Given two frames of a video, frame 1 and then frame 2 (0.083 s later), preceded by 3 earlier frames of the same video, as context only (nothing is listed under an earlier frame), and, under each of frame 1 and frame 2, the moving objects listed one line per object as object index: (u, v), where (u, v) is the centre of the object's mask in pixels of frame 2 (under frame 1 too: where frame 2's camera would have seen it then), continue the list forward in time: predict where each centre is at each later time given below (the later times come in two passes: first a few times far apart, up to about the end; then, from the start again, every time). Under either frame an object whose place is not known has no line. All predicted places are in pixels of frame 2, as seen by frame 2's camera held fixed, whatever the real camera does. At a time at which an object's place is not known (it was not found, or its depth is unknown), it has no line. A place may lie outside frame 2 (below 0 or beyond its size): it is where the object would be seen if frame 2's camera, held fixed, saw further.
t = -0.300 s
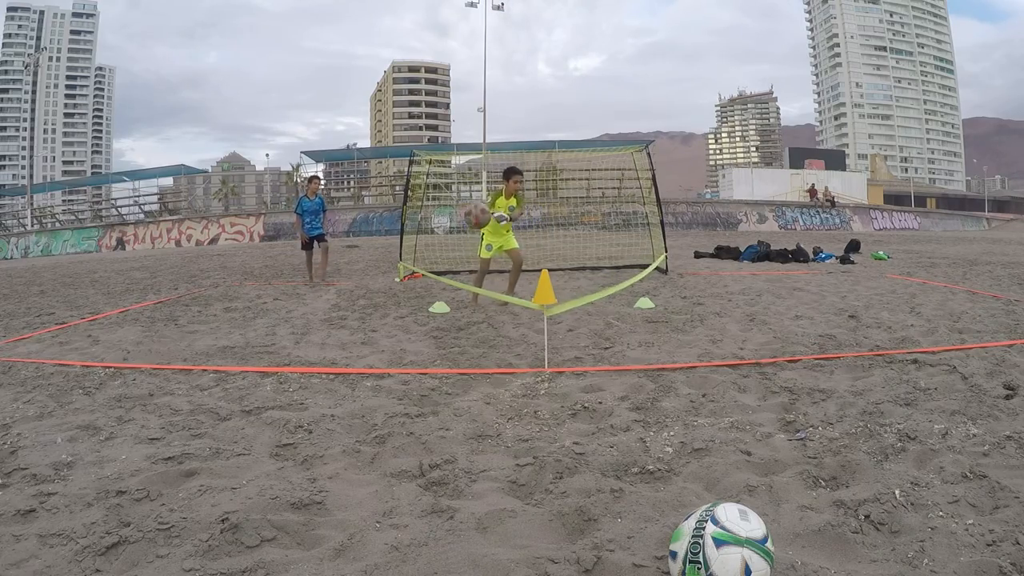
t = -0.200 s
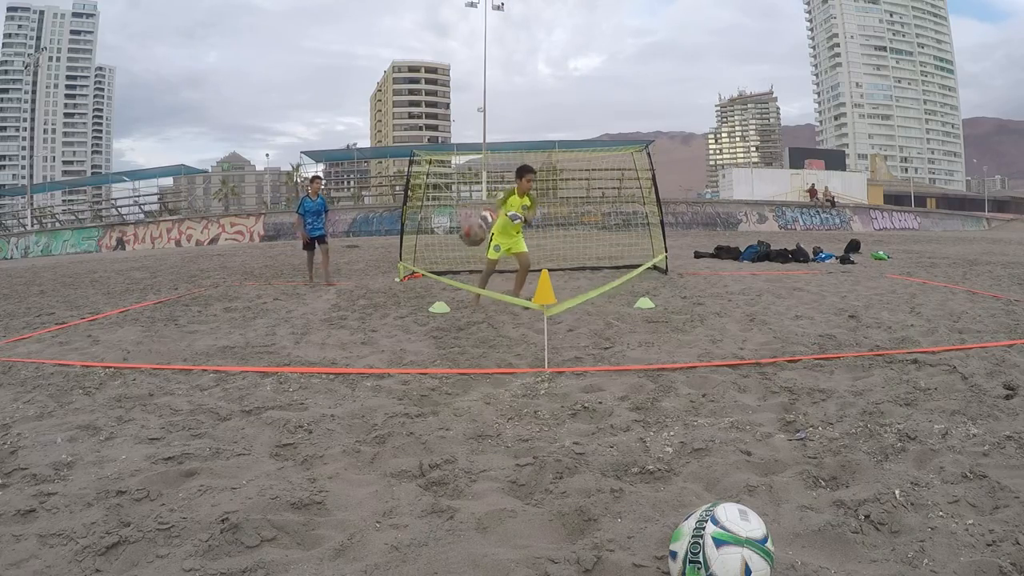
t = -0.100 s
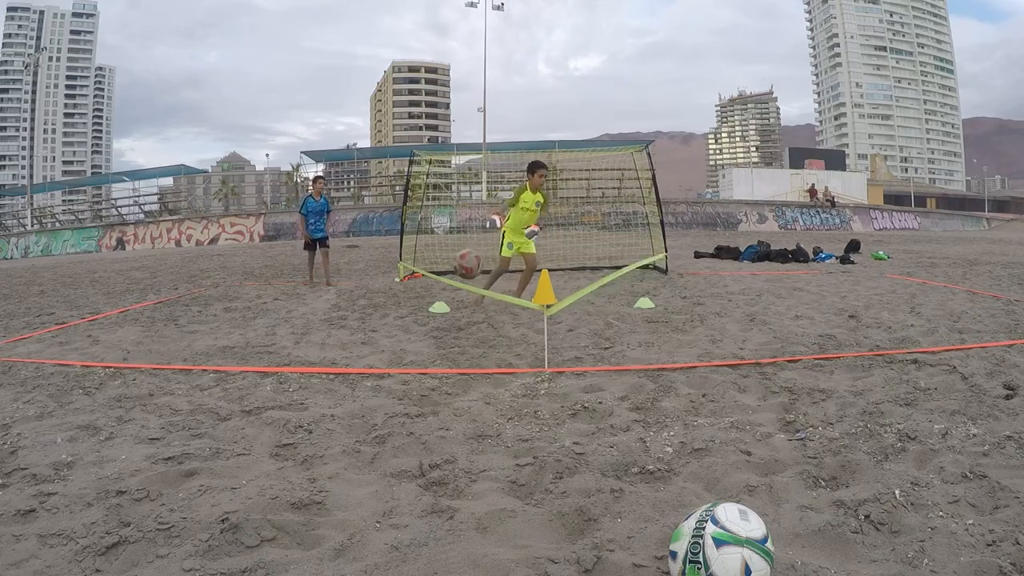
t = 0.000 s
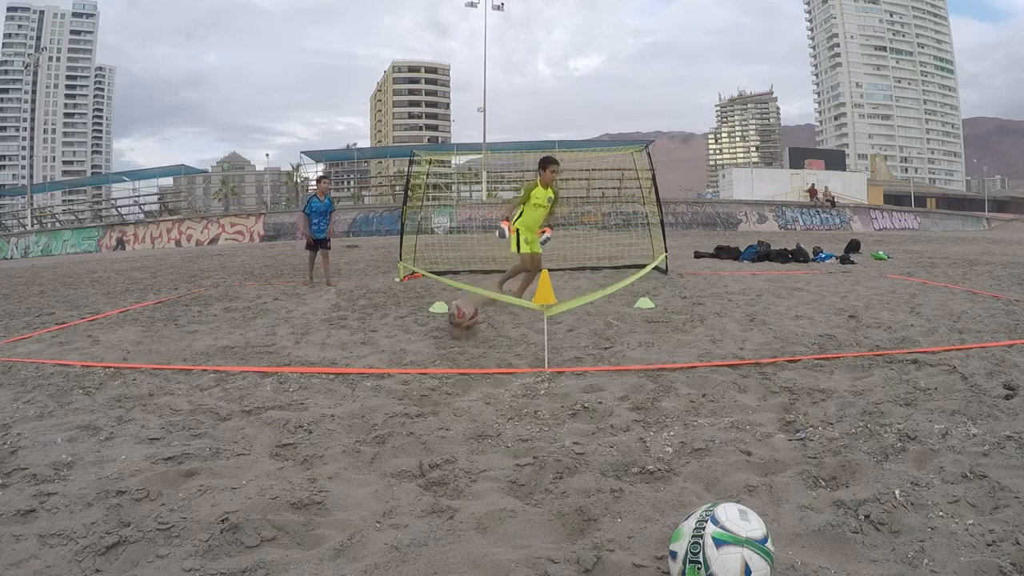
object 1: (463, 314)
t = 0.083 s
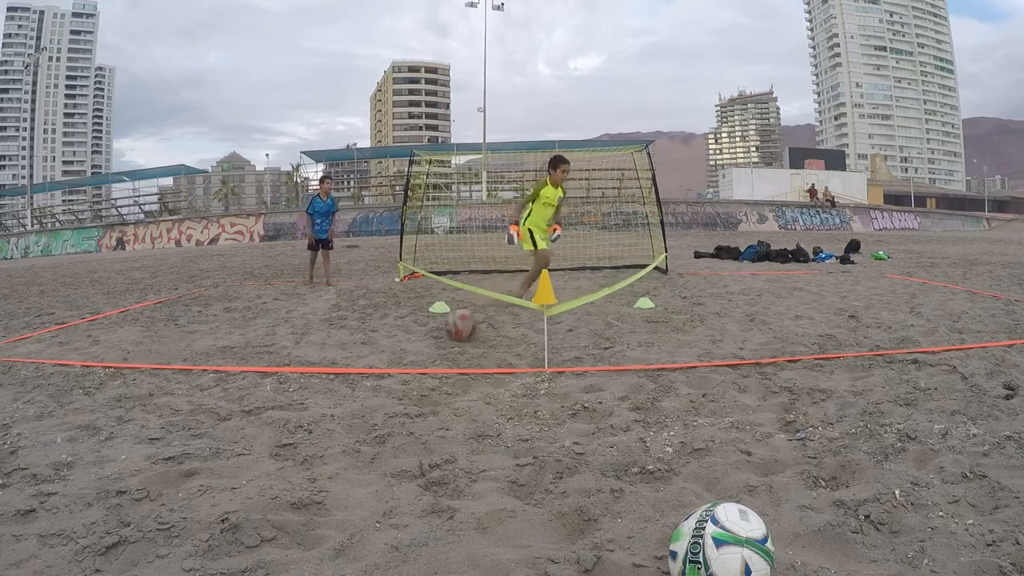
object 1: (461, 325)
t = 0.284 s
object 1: (460, 327)
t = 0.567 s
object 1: (464, 334)
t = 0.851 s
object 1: (476, 342)
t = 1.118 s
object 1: (477, 342)
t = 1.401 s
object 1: (472, 342)
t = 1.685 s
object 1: (476, 343)
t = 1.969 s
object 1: (475, 343)
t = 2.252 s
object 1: (475, 343)
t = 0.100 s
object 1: (461, 326)
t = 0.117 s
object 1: (461, 326)
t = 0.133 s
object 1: (460, 326)
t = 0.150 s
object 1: (460, 326)
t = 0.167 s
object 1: (460, 326)
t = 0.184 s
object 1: (460, 326)
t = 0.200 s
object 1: (460, 327)
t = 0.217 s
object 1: (460, 327)
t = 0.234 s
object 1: (460, 327)
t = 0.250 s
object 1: (460, 327)
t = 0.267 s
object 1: (460, 327)
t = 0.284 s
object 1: (460, 327)
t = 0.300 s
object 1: (460, 328)
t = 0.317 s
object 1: (460, 329)
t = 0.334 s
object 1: (460, 329)
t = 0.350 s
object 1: (460, 330)
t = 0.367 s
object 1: (461, 330)
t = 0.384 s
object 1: (461, 331)
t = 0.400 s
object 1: (462, 331)
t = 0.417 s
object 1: (462, 331)
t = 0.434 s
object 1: (462, 331)
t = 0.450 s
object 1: (462, 331)
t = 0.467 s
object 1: (462, 331)
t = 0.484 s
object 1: (462, 331)
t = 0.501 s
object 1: (463, 331)
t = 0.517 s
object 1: (463, 332)
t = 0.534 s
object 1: (463, 333)
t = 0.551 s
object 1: (464, 333)
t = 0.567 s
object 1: (464, 334)
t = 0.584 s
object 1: (465, 335)
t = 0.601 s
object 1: (466, 336)
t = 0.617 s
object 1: (466, 336)
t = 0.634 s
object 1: (467, 336)
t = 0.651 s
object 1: (468, 336)
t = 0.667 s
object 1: (468, 337)
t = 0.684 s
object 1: (469, 337)
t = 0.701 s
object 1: (470, 339)
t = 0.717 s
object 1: (470, 340)
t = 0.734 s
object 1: (471, 340)
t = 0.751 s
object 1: (471, 340)
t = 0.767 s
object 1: (472, 341)
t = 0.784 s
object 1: (472, 341)
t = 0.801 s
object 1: (474, 342)
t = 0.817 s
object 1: (475, 343)
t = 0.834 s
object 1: (475, 342)
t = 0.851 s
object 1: (476, 342)
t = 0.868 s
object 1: (476, 342)
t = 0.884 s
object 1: (476, 342)
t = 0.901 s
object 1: (477, 342)
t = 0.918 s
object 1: (477, 342)
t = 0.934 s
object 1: (477, 342)
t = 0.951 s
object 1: (478, 342)
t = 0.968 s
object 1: (478, 342)
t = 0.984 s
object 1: (478, 342)
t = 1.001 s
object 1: (478, 342)
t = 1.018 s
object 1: (478, 342)
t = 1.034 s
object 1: (478, 342)
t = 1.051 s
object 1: (478, 342)
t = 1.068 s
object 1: (478, 342)
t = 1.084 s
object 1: (478, 342)
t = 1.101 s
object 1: (477, 342)
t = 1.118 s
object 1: (477, 342)
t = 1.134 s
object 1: (477, 342)
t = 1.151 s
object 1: (477, 342)
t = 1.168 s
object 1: (477, 342)
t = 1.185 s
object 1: (476, 342)
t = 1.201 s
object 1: (476, 342)
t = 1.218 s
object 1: (475, 342)
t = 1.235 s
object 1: (475, 342)
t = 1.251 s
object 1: (474, 342)
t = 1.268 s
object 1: (474, 342)
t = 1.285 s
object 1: (474, 342)
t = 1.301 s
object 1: (473, 342)
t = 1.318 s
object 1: (473, 342)
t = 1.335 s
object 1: (473, 342)
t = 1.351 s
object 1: (473, 342)
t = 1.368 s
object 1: (472, 342)
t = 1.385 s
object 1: (472, 342)
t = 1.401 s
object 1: (472, 342)
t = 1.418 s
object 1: (472, 342)
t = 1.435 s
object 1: (472, 342)
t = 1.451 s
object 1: (473, 342)
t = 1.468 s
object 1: (473, 342)
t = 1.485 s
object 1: (473, 343)
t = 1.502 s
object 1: (474, 343)
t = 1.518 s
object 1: (474, 343)
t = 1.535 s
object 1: (474, 343)
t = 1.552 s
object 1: (475, 343)
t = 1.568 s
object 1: (475, 343)
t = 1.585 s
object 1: (476, 343)
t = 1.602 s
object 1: (476, 343)
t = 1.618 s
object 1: (476, 343)
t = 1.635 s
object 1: (476, 343)
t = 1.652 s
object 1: (476, 343)
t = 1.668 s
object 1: (476, 343)
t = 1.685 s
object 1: (476, 343)
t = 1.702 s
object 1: (476, 343)
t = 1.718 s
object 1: (475, 343)
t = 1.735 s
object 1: (475, 343)
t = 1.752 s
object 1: (475, 343)
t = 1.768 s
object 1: (475, 343)
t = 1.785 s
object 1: (475, 343)
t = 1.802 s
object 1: (475, 343)
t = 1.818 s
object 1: (474, 343)
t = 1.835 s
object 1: (474, 343)
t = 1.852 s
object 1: (474, 343)
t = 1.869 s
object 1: (474, 343)
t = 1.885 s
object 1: (474, 343)
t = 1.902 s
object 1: (474, 343)
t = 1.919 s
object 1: (474, 343)
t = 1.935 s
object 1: (474, 343)
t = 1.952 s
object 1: (474, 343)
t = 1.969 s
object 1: (475, 343)
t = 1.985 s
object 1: (475, 343)
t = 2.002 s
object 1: (475, 343)
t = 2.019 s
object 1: (475, 343)
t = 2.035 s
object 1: (475, 343)
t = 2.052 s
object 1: (475, 343)
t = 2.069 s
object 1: (475, 343)
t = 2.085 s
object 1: (475, 343)
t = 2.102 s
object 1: (475, 343)
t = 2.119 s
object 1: (475, 343)
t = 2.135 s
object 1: (475, 343)
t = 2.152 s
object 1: (475, 343)
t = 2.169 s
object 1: (475, 343)
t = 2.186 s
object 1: (475, 343)
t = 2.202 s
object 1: (475, 343)
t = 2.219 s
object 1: (475, 343)
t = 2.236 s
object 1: (475, 343)
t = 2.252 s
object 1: (475, 343)
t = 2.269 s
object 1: (475, 343)
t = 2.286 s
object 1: (475, 343)
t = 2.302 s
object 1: (475, 343)
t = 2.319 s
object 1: (475, 343)
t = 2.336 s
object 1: (475, 343)
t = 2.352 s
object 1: (475, 343)
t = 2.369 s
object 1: (475, 343)
